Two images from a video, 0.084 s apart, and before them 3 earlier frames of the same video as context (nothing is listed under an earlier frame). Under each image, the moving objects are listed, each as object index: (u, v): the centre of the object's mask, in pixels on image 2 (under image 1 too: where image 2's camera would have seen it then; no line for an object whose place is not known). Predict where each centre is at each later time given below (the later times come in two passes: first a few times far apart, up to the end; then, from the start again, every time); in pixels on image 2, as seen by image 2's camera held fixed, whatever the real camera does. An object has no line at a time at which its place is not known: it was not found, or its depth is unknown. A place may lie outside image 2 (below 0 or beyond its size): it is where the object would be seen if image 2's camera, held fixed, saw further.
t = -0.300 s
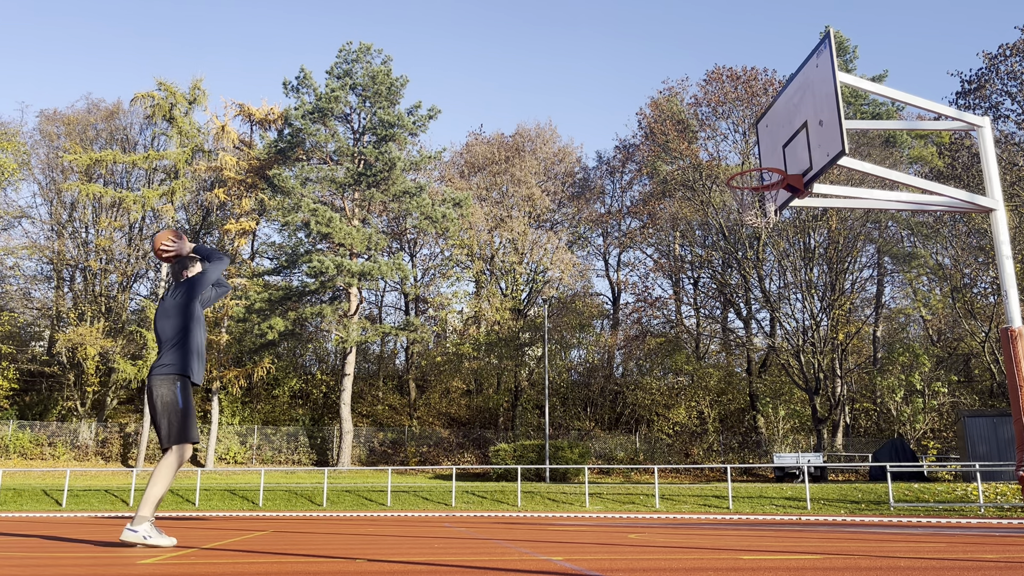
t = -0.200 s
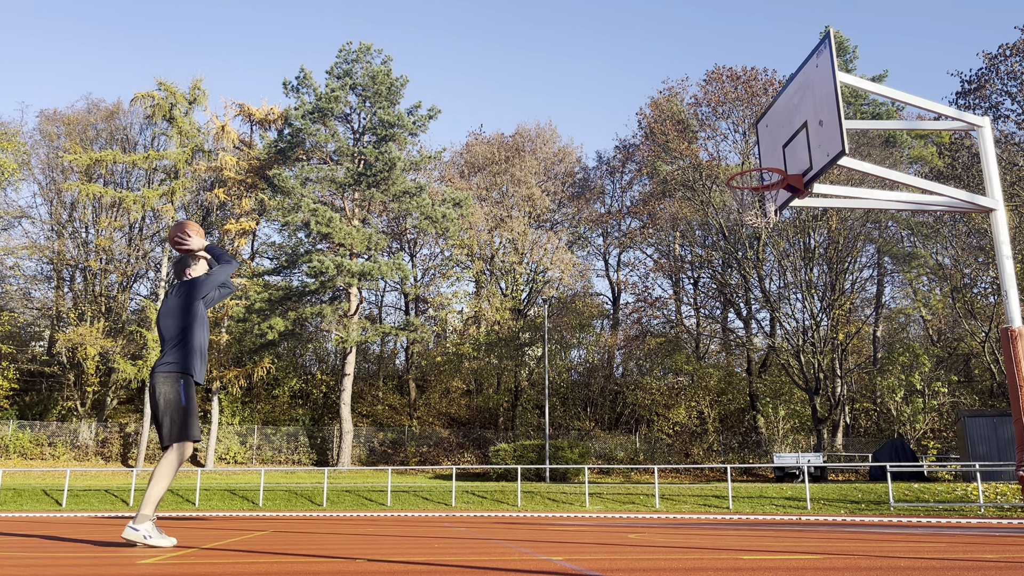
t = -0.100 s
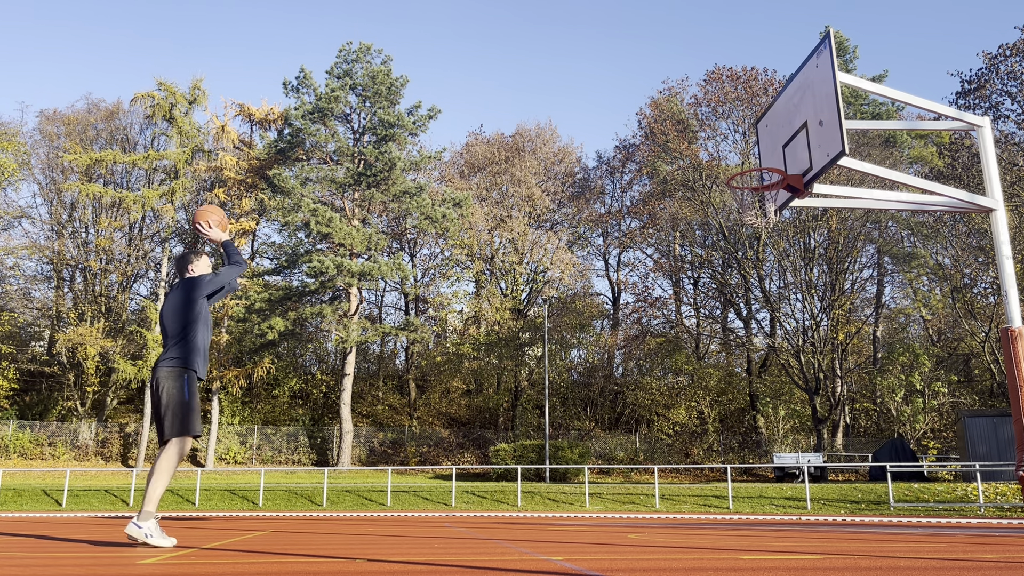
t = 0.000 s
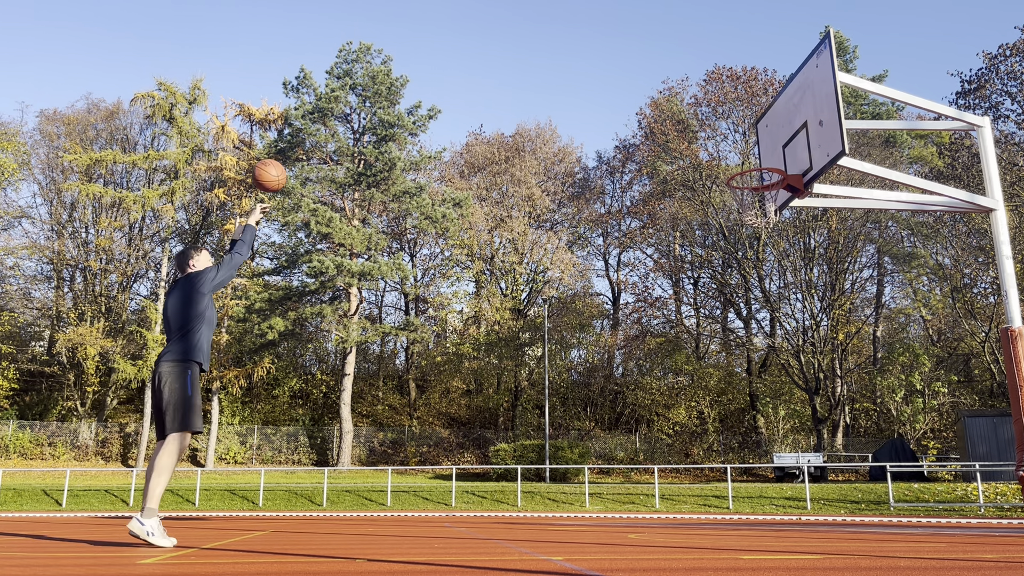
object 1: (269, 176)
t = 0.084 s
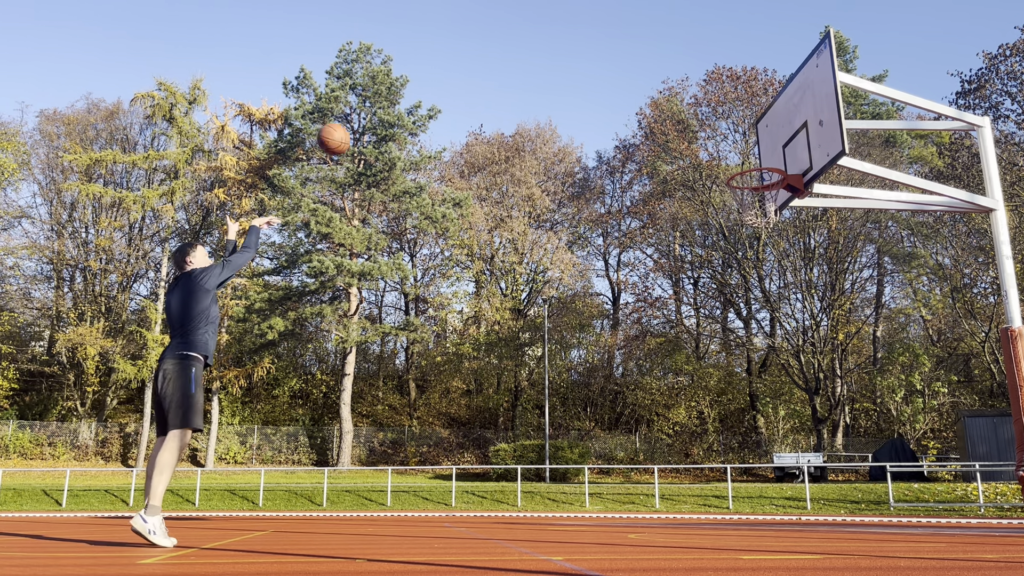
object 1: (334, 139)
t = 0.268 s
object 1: (462, 95)
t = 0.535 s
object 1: (626, 101)
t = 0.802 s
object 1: (753, 142)
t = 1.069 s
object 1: (786, 101)
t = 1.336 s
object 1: (759, 121)
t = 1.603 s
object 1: (735, 225)
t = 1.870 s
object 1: (714, 427)
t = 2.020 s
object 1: (703, 486)
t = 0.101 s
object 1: (346, 133)
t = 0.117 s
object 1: (358, 127)
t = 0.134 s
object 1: (370, 122)
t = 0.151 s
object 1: (382, 118)
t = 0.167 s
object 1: (394, 113)
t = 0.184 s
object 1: (406, 109)
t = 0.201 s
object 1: (417, 106)
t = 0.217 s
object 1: (428, 102)
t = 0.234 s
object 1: (439, 100)
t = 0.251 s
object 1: (450, 97)
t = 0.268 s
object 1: (462, 95)
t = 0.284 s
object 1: (472, 93)
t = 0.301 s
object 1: (483, 91)
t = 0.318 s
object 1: (494, 90)
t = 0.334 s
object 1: (505, 89)
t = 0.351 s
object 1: (515, 88)
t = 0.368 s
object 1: (526, 88)
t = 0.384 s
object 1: (536, 88)
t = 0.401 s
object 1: (546, 88)
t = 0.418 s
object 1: (556, 89)
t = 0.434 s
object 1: (566, 90)
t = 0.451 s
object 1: (576, 91)
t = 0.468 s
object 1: (587, 92)
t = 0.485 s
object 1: (596, 94)
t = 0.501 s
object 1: (606, 96)
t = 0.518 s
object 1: (616, 99)
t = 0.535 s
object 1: (626, 101)
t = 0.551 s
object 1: (635, 104)
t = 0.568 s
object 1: (645, 108)
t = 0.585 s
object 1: (655, 111)
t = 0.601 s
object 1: (664, 115)
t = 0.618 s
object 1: (674, 119)
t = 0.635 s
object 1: (683, 123)
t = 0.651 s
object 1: (692, 128)
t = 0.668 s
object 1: (701, 133)
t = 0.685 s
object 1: (711, 138)
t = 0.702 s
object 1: (720, 144)
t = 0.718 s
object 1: (729, 150)
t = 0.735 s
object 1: (738, 156)
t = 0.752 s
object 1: (744, 158)
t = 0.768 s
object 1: (747, 152)
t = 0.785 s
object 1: (751, 147)
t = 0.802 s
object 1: (753, 142)
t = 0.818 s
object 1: (757, 137)
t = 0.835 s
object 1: (760, 133)
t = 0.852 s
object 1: (763, 129)
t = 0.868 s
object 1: (766, 125)
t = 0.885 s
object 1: (769, 122)
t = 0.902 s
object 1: (773, 119)
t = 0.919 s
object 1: (776, 116)
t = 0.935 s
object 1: (779, 114)
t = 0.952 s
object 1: (782, 111)
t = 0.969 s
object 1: (786, 110)
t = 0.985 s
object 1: (789, 108)
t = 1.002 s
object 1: (792, 107)
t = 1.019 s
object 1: (792, 105)
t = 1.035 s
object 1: (790, 103)
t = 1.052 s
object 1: (788, 102)
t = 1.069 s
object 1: (786, 101)
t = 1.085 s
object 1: (784, 100)
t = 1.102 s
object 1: (782, 99)
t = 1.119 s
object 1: (780, 99)
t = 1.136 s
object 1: (779, 99)
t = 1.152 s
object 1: (777, 99)
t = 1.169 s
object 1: (775, 99)
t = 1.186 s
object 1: (773, 100)
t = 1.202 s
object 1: (771, 101)
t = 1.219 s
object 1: (770, 103)
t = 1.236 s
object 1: (768, 105)
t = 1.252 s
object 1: (766, 107)
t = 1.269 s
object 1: (765, 109)
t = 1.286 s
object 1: (763, 112)
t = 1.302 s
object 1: (761, 115)
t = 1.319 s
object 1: (760, 118)
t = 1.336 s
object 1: (759, 121)
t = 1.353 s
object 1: (757, 125)
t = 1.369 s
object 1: (755, 130)
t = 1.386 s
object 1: (754, 134)
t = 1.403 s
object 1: (753, 139)
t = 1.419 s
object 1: (751, 144)
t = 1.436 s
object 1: (749, 150)
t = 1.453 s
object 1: (748, 156)
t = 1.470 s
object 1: (747, 162)
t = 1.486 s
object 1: (745, 169)
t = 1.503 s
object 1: (744, 176)
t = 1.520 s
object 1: (743, 183)
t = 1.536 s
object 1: (741, 190)
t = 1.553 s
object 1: (740, 199)
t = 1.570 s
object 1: (738, 207)
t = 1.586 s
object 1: (736, 216)
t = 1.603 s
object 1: (735, 225)
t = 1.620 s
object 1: (733, 235)
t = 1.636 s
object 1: (732, 245)
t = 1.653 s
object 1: (731, 255)
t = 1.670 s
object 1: (730, 266)
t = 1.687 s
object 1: (729, 277)
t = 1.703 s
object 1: (727, 288)
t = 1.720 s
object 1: (725, 300)
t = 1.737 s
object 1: (724, 312)
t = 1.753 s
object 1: (723, 325)
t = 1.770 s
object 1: (722, 338)
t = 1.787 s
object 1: (720, 352)
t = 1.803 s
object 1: (719, 366)
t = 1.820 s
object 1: (717, 381)
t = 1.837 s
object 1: (716, 395)
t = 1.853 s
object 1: (715, 411)
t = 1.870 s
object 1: (714, 427)
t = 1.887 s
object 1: (712, 443)
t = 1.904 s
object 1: (711, 460)
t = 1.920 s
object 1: (710, 478)
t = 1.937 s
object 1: (709, 495)
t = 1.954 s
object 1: (708, 514)
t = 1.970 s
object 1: (707, 522)
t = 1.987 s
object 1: (705, 510)
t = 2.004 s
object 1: (704, 498)
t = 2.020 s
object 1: (703, 486)
